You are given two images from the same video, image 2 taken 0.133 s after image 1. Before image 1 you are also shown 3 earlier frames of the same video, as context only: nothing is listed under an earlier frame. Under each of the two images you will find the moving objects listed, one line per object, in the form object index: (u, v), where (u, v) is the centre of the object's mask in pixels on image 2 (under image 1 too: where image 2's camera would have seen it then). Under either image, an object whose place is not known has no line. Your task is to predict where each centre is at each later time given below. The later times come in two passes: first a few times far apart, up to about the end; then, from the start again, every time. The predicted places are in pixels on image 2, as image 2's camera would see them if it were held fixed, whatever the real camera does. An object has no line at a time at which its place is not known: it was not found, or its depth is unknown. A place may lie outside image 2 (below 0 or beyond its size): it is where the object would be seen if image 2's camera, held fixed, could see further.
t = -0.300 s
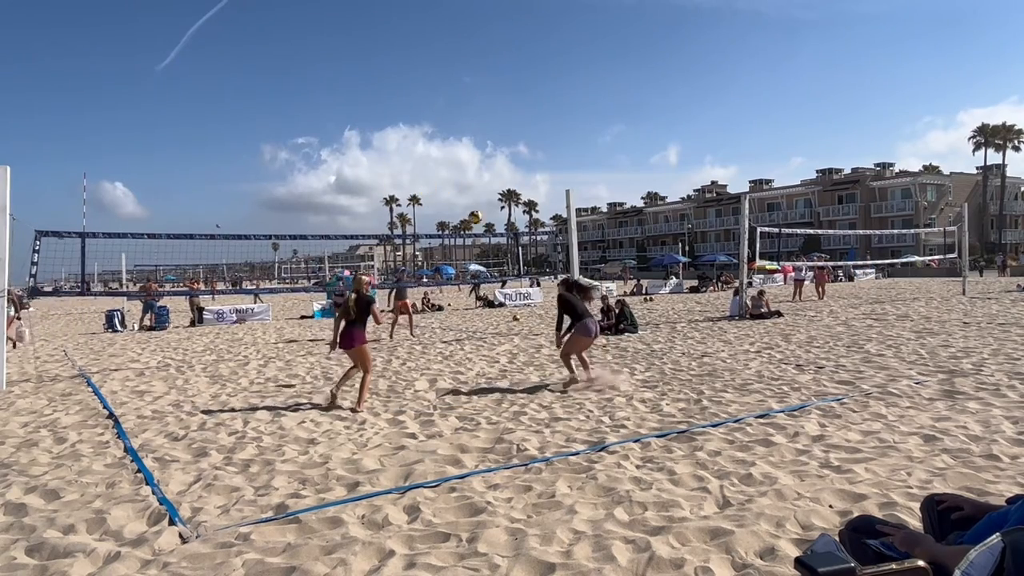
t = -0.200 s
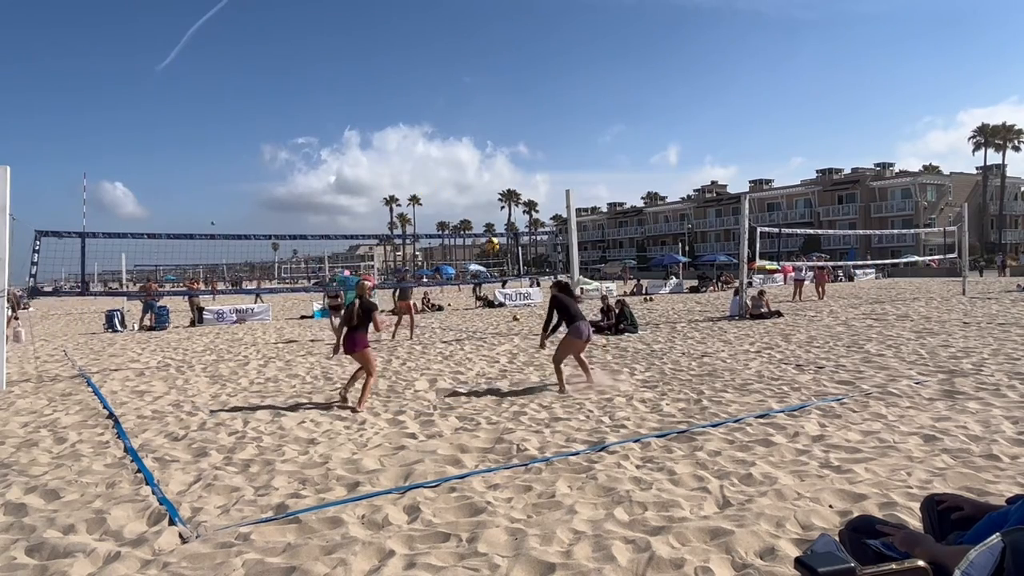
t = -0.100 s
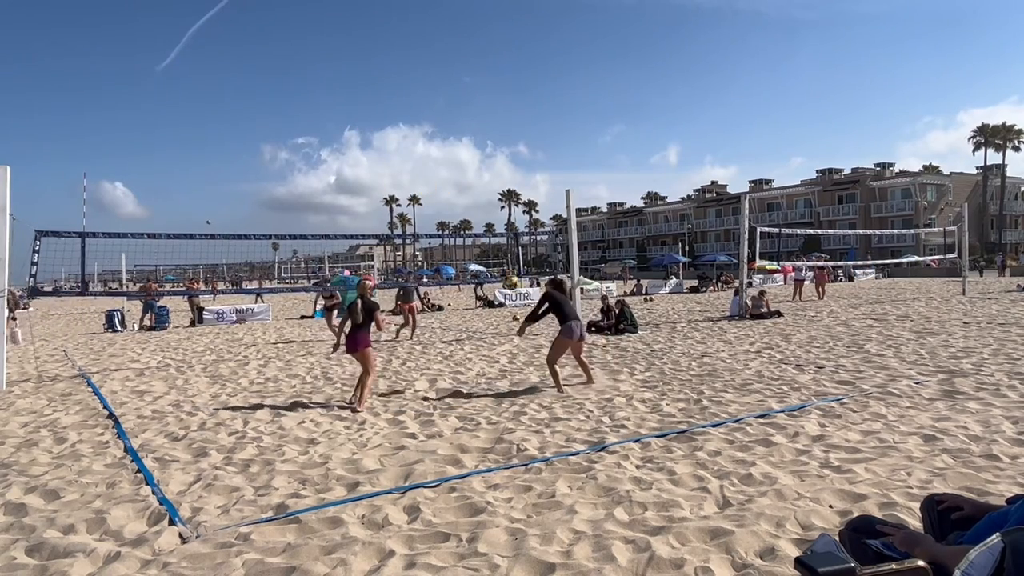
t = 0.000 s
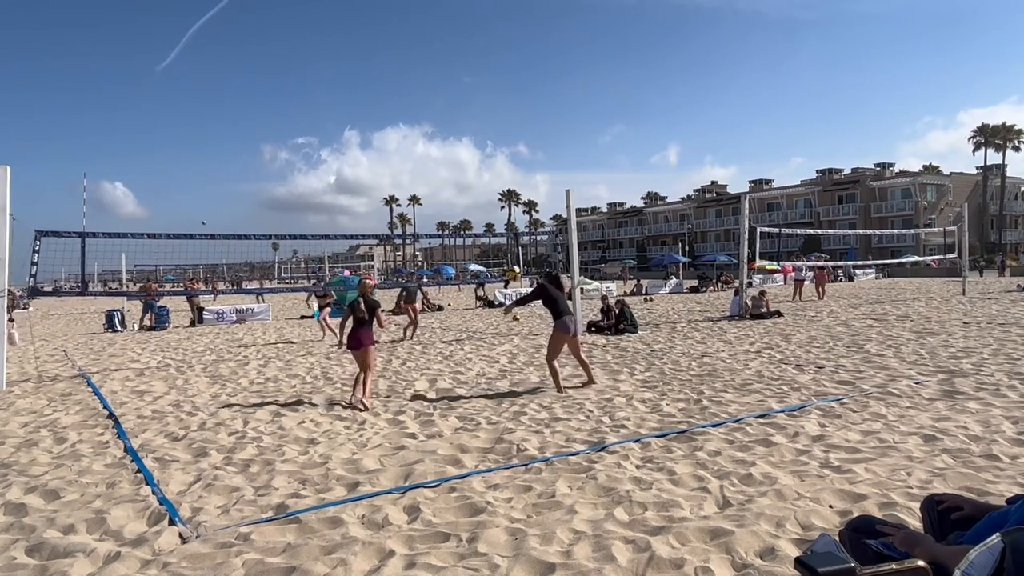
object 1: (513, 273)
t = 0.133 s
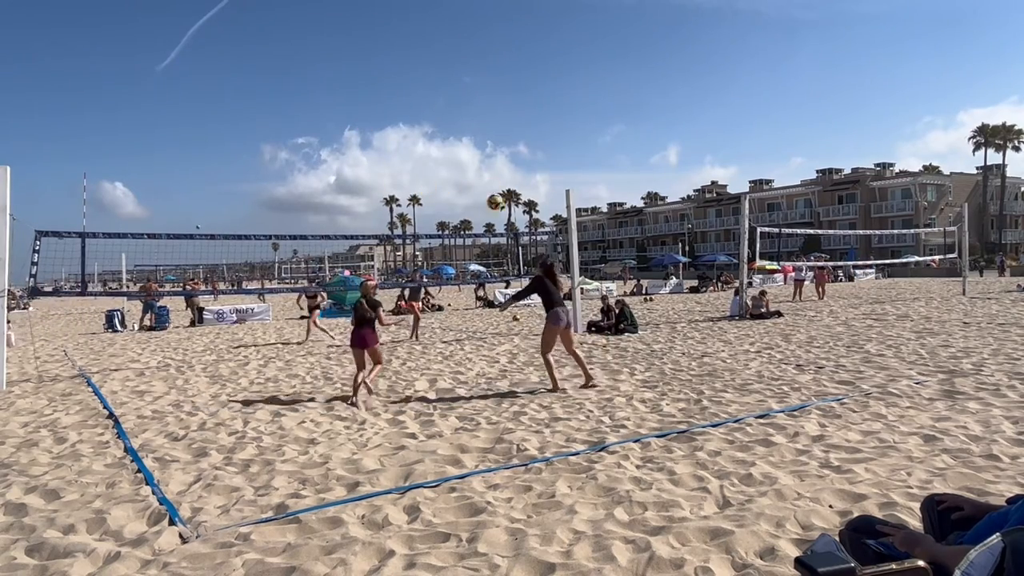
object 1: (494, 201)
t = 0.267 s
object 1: (479, 146)
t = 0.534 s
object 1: (455, 82)
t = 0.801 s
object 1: (438, 70)
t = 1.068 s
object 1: (424, 103)
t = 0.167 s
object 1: (490, 186)
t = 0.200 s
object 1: (486, 172)
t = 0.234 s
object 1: (482, 157)
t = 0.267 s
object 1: (479, 146)
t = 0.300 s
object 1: (476, 134)
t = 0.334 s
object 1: (472, 125)
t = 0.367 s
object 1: (469, 115)
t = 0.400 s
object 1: (466, 107)
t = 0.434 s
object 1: (463, 99)
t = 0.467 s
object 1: (460, 92)
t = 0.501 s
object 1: (458, 87)
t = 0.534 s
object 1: (455, 82)
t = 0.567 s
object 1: (452, 77)
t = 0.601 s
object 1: (450, 74)
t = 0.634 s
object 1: (448, 72)
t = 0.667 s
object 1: (445, 69)
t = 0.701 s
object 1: (443, 68)
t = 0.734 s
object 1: (441, 68)
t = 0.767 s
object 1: (439, 69)
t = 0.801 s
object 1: (438, 70)
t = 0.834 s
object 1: (436, 72)
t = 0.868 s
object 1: (434, 74)
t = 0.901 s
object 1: (432, 77)
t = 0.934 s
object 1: (430, 81)
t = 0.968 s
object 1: (429, 86)
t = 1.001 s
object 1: (427, 91)
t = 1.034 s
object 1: (426, 97)
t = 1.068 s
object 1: (424, 103)
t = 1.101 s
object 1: (423, 109)
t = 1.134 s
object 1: (422, 117)
